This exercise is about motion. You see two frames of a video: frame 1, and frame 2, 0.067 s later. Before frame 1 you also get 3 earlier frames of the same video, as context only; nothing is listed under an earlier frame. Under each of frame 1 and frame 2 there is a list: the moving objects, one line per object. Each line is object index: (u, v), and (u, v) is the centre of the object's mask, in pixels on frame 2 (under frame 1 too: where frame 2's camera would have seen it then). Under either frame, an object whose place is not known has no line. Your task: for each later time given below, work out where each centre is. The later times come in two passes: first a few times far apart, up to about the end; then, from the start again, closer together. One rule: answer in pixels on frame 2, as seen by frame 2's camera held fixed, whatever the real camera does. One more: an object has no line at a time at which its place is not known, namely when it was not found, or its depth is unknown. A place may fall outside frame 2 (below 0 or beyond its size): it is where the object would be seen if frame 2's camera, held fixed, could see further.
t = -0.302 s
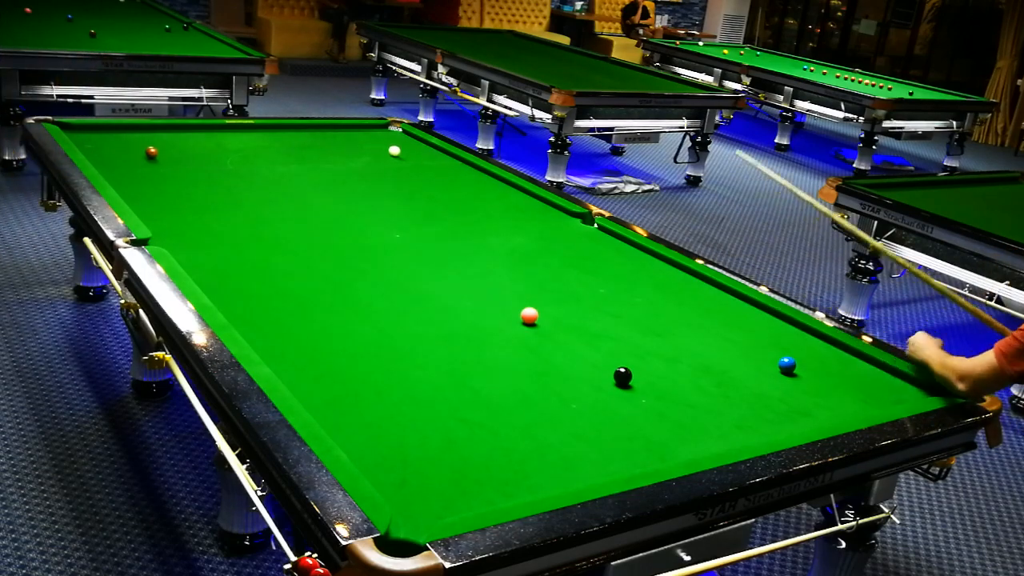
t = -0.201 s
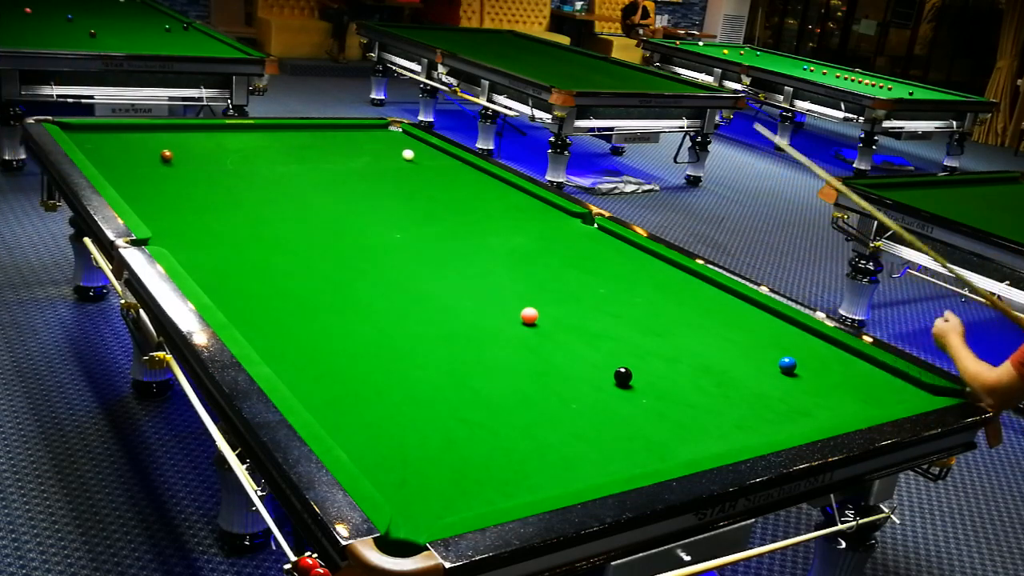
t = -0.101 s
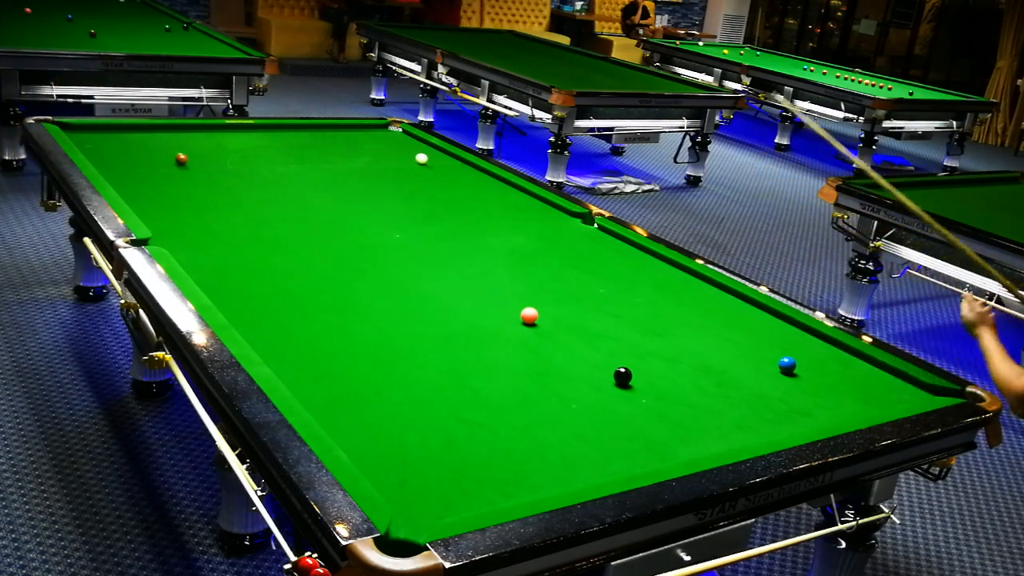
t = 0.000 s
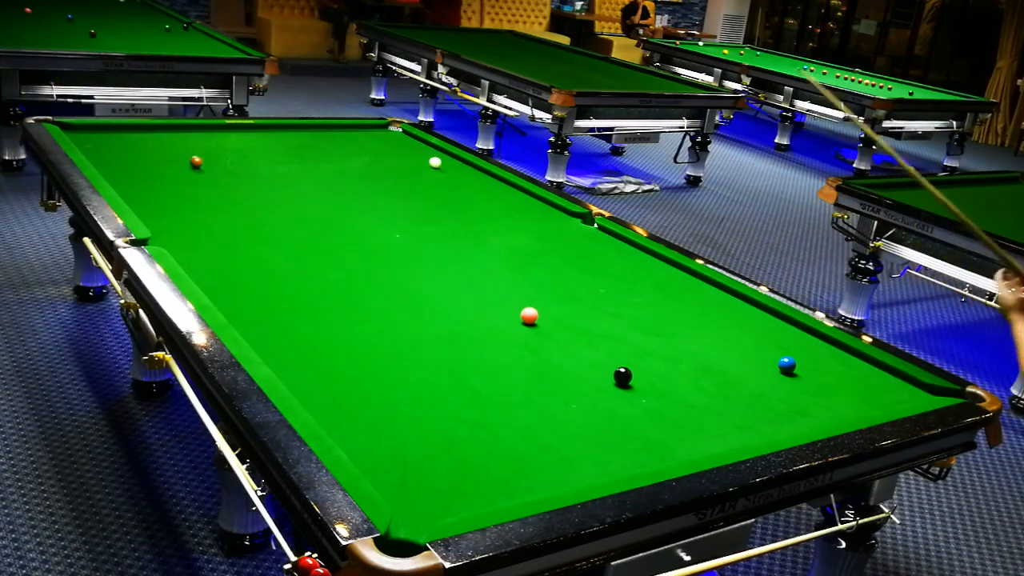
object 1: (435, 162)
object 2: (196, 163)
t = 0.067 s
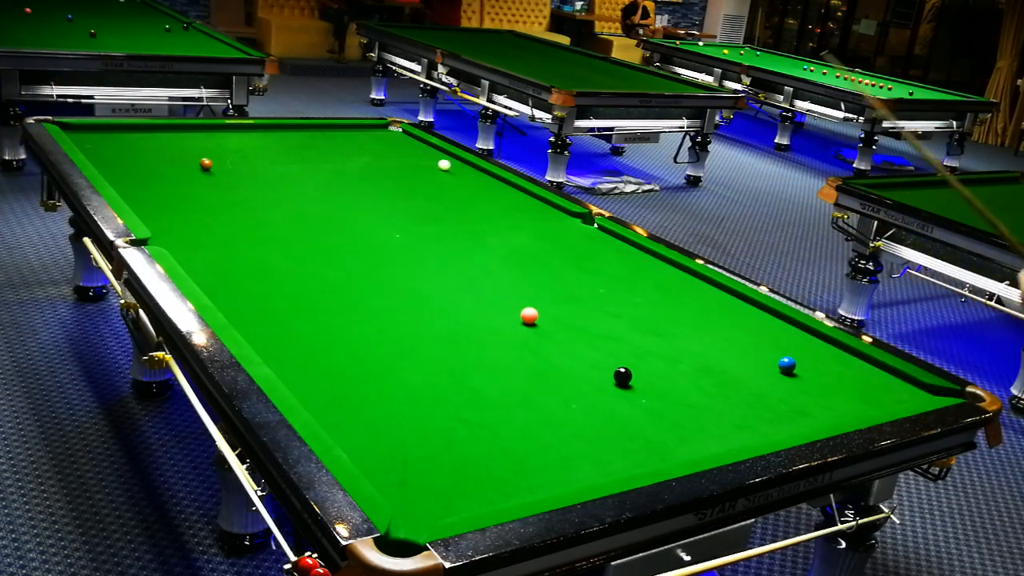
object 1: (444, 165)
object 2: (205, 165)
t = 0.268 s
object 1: (471, 172)
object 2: (235, 171)
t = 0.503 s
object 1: (503, 181)
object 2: (268, 178)
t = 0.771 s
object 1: (518, 191)
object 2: (306, 186)
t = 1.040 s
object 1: (529, 200)
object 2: (343, 195)
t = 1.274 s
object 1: (538, 209)
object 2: (376, 201)
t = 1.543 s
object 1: (549, 219)
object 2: (411, 209)
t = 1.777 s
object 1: (558, 227)
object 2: (442, 216)
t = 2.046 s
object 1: (569, 236)
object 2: (476, 223)
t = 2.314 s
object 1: (579, 245)
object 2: (508, 230)
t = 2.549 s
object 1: (588, 253)
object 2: (536, 235)
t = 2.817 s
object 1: (598, 262)
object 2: (565, 242)
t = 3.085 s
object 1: (607, 271)
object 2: (594, 248)
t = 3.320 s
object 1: (615, 278)
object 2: (617, 253)
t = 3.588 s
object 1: (624, 286)
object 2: (643, 258)
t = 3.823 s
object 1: (632, 292)
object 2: (664, 263)
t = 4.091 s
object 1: (640, 299)
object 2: (676, 268)
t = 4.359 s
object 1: (646, 305)
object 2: (679, 272)
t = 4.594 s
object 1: (652, 310)
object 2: (681, 276)
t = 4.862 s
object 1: (657, 315)
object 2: (684, 279)
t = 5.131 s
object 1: (662, 319)
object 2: (685, 282)
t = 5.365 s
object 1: (665, 322)
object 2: (686, 284)
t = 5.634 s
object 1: (667, 325)
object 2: (687, 285)
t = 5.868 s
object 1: (668, 326)
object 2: (688, 286)
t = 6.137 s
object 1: (668, 327)
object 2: (688, 286)
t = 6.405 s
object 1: (668, 327)
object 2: (688, 287)
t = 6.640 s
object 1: (668, 327)
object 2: (688, 287)
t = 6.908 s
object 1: (668, 327)
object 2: (688, 287)
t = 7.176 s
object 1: (668, 327)
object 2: (688, 286)
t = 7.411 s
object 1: (668, 327)
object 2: (688, 286)
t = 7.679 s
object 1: (668, 327)
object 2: (688, 286)
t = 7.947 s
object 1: (668, 327)
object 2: (688, 287)
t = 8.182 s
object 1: (668, 327)
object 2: (689, 287)
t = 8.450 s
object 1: (668, 327)
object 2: (688, 287)
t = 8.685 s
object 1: (668, 327)
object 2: (688, 286)
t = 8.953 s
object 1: (668, 327)
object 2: (689, 287)
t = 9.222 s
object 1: (668, 327)
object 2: (688, 287)
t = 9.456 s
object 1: (668, 327)
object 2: (689, 286)
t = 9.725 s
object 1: (669, 327)
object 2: (689, 287)
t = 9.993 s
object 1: (669, 327)
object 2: (689, 287)
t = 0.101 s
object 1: (448, 166)
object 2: (210, 166)
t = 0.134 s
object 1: (453, 167)
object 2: (215, 167)
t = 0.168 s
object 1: (457, 168)
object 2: (220, 168)
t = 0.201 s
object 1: (462, 170)
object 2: (225, 169)
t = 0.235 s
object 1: (467, 171)
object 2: (230, 170)
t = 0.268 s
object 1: (471, 172)
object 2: (235, 171)
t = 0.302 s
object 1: (475, 174)
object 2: (239, 172)
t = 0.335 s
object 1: (480, 175)
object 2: (244, 173)
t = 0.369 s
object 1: (485, 176)
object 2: (249, 174)
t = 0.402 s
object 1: (489, 178)
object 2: (254, 175)
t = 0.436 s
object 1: (494, 179)
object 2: (259, 176)
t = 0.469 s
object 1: (498, 180)
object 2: (264, 177)
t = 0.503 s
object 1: (503, 181)
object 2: (268, 178)
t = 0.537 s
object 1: (507, 182)
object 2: (273, 179)
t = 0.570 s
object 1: (510, 183)
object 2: (278, 180)
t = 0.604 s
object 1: (511, 185)
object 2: (283, 181)
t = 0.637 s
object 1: (512, 186)
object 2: (287, 182)
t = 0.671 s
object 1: (514, 187)
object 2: (292, 184)
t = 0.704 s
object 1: (515, 188)
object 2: (297, 184)
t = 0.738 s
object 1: (516, 190)
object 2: (301, 186)
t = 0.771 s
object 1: (518, 191)
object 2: (306, 186)
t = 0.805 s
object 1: (519, 192)
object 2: (311, 188)
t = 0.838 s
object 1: (521, 193)
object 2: (316, 189)
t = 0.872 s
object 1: (522, 195)
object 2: (320, 190)
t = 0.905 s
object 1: (523, 196)
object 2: (325, 191)
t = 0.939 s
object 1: (525, 197)
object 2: (330, 192)
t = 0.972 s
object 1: (526, 198)
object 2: (334, 193)
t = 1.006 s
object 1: (527, 199)
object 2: (339, 194)
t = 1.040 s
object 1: (529, 200)
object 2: (343, 195)
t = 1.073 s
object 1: (530, 202)
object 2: (348, 196)
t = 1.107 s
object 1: (531, 203)
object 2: (353, 196)
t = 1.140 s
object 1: (533, 204)
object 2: (357, 197)
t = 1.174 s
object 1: (534, 205)
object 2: (362, 199)
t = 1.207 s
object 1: (535, 206)
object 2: (366, 200)
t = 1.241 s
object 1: (537, 208)
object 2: (371, 200)
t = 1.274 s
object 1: (538, 209)
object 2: (376, 201)
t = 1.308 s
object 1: (540, 210)
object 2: (380, 202)
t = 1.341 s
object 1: (541, 211)
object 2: (385, 203)
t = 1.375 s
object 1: (542, 213)
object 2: (389, 204)
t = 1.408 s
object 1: (544, 214)
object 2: (393, 205)
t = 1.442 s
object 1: (545, 215)
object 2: (398, 206)
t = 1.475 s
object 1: (546, 216)
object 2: (402, 207)
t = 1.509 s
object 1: (548, 217)
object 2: (407, 208)
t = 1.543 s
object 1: (549, 219)
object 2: (411, 209)
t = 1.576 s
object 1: (550, 220)
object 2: (416, 210)
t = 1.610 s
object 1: (552, 221)
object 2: (421, 211)
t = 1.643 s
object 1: (553, 222)
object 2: (425, 212)
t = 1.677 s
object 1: (555, 223)
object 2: (429, 213)
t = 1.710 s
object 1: (556, 224)
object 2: (434, 214)
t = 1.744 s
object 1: (557, 226)
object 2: (438, 215)
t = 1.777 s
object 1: (558, 227)
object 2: (442, 216)
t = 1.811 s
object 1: (560, 228)
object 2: (447, 216)
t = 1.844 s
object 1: (561, 229)
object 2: (451, 217)
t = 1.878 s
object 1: (562, 230)
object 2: (455, 218)
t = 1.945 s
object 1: (565, 233)
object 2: (464, 220)
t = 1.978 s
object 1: (566, 234)
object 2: (468, 221)
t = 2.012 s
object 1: (568, 235)
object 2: (472, 222)
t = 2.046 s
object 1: (569, 236)
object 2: (476, 223)
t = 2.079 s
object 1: (570, 237)
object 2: (480, 224)
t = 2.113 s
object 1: (571, 238)
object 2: (484, 224)
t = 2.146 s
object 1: (573, 240)
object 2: (488, 226)
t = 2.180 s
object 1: (574, 241)
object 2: (492, 226)
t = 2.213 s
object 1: (575, 242)
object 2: (496, 227)
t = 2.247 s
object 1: (577, 243)
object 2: (500, 228)
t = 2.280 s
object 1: (578, 244)
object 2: (505, 229)
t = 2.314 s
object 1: (579, 245)
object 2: (508, 230)
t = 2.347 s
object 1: (580, 247)
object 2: (512, 230)
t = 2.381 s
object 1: (582, 248)
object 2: (516, 231)
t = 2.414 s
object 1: (583, 249)
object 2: (520, 232)
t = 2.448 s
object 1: (584, 250)
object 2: (524, 233)
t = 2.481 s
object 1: (586, 251)
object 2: (528, 234)
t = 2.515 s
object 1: (587, 252)
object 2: (532, 235)
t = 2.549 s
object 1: (588, 253)
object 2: (536, 235)
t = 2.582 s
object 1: (589, 254)
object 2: (540, 236)
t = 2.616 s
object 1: (591, 256)
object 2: (543, 237)
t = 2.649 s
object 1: (592, 257)
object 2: (547, 238)
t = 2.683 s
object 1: (593, 258)
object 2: (551, 239)
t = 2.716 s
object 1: (594, 259)
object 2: (555, 240)
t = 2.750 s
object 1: (595, 260)
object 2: (558, 240)
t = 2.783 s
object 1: (597, 261)
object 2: (562, 241)
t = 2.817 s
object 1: (598, 262)
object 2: (565, 242)
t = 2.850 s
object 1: (599, 264)
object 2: (569, 243)
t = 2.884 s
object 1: (600, 265)
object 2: (573, 244)
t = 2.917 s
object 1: (602, 266)
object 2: (576, 244)
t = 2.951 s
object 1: (603, 267)
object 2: (580, 245)
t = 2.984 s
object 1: (604, 268)
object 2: (583, 246)
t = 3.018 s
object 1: (605, 269)
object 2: (587, 246)
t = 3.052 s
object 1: (606, 270)
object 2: (590, 248)
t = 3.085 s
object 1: (607, 271)
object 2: (594, 248)
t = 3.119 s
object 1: (609, 272)
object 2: (597, 249)
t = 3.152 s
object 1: (610, 273)
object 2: (600, 249)
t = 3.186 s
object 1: (611, 274)
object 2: (604, 250)
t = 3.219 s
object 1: (612, 275)
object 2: (607, 251)
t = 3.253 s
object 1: (613, 276)
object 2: (611, 251)
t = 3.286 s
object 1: (614, 277)
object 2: (614, 252)
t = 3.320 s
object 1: (615, 278)
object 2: (617, 253)
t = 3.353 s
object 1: (617, 279)
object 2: (620, 253)
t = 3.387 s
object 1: (618, 280)
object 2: (624, 254)
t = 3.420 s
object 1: (619, 281)
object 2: (627, 255)
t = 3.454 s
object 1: (620, 282)
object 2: (630, 256)
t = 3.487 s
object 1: (621, 283)
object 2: (633, 256)
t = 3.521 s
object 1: (622, 284)
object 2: (636, 257)
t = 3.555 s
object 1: (623, 285)
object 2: (640, 258)
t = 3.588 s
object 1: (624, 286)
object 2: (643, 258)
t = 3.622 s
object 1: (626, 287)
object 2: (646, 259)
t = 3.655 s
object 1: (626, 288)
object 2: (649, 260)
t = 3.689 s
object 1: (628, 288)
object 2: (652, 260)
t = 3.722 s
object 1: (629, 289)
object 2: (655, 261)
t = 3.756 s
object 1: (630, 290)
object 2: (658, 261)
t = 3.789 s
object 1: (631, 291)
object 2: (661, 262)
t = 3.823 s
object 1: (632, 292)
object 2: (664, 263)
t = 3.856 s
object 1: (633, 293)
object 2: (667, 264)
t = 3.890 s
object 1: (634, 294)
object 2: (670, 264)
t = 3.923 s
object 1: (635, 295)
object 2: (672, 265)
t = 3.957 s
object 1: (636, 296)
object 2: (674, 265)
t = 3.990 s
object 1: (637, 297)
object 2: (674, 266)
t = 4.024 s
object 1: (638, 297)
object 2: (675, 267)
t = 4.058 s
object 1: (639, 298)
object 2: (675, 267)
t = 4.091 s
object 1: (640, 299)
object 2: (676, 268)
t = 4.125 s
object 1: (640, 300)
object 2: (676, 268)
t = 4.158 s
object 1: (641, 301)
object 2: (677, 269)
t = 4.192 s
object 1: (642, 302)
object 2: (677, 270)
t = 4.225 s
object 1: (643, 302)
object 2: (677, 270)
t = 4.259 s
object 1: (644, 303)
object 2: (678, 271)
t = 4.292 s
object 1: (645, 304)
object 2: (678, 271)
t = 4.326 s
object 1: (646, 304)
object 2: (679, 272)
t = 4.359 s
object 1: (646, 305)
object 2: (679, 272)
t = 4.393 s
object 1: (647, 306)
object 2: (680, 273)
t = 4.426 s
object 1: (648, 307)
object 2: (680, 273)
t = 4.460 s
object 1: (649, 308)
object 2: (680, 274)
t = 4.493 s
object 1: (650, 308)
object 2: (680, 274)
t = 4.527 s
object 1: (650, 309)
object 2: (681, 275)
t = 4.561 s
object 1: (651, 309)
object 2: (681, 275)
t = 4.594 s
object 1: (652, 310)
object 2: (681, 276)
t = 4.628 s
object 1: (653, 311)
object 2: (682, 276)
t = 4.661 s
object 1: (653, 311)
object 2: (682, 277)
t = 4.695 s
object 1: (654, 312)
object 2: (682, 277)
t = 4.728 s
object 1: (655, 313)
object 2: (682, 278)
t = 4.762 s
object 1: (655, 313)
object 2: (683, 278)
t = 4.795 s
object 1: (656, 314)
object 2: (683, 279)
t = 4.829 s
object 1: (657, 314)
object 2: (683, 279)
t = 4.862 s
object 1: (657, 315)
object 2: (684, 279)
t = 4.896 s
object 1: (658, 315)
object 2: (684, 280)
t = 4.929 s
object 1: (659, 316)
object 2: (684, 280)
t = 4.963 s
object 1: (659, 317)
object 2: (684, 281)
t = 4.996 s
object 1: (660, 317)
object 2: (684, 281)
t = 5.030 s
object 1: (660, 318)
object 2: (685, 281)
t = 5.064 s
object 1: (661, 318)
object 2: (685, 281)
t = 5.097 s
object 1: (661, 319)
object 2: (685, 282)
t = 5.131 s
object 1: (662, 319)
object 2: (685, 282)
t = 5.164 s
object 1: (662, 319)
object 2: (685, 282)
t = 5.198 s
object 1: (663, 320)
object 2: (686, 283)
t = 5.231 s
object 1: (663, 320)
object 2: (686, 283)
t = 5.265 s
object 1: (663, 321)
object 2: (686, 283)
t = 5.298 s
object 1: (664, 321)
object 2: (686, 283)
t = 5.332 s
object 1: (664, 322)
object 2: (686, 284)
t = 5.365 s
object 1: (665, 322)
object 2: (686, 284)
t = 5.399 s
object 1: (665, 322)
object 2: (686, 284)
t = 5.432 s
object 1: (665, 323)
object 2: (686, 284)
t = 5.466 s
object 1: (666, 323)
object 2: (687, 284)
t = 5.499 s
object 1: (666, 323)
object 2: (687, 285)
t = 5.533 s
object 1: (666, 324)
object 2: (687, 285)
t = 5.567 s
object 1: (666, 324)
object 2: (687, 285)
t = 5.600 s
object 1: (667, 324)
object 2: (687, 285)
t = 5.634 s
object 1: (667, 325)
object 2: (687, 285)
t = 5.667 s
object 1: (667, 325)
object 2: (687, 286)
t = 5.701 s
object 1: (667, 325)
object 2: (687, 286)
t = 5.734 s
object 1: (667, 325)
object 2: (688, 286)
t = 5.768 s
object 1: (668, 325)
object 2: (688, 286)
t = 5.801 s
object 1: (668, 325)
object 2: (688, 286)
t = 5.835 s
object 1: (668, 326)
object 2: (688, 286)
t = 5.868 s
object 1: (668, 326)
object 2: (688, 286)
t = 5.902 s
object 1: (668, 326)
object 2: (688, 286)
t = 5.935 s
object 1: (668, 326)
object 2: (688, 286)
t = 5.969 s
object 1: (668, 326)
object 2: (688, 286)
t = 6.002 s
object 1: (668, 326)
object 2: (688, 286)
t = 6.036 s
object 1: (668, 326)
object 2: (688, 286)
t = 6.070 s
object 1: (668, 327)
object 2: (688, 286)
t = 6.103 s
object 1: (668, 327)
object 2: (688, 286)
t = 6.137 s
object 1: (668, 327)
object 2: (688, 286)
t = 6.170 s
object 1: (668, 327)
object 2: (688, 286)
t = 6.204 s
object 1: (668, 327)
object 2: (688, 286)
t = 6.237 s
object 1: (668, 327)
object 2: (688, 286)
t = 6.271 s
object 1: (668, 327)
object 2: (688, 286)
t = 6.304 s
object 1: (668, 327)
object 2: (688, 286)
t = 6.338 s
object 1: (668, 327)
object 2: (688, 286)
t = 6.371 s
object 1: (668, 327)
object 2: (688, 287)
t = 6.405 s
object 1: (668, 327)
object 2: (688, 287)
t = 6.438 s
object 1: (668, 327)
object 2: (688, 286)
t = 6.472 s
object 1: (668, 327)
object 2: (688, 286)
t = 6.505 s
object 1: (668, 327)
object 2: (688, 286)
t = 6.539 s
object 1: (668, 327)
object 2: (688, 286)
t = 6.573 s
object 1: (668, 327)
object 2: (688, 286)
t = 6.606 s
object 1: (668, 327)
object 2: (688, 286)
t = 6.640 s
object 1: (668, 327)
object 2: (688, 287)
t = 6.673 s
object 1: (668, 327)
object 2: (688, 286)
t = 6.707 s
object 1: (668, 327)
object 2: (688, 287)
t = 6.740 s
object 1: (668, 327)
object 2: (688, 286)
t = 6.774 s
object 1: (668, 327)
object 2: (688, 286)
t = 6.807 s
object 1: (668, 327)
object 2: (688, 286)
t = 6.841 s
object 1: (668, 327)
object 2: (688, 286)
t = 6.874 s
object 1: (668, 327)
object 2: (688, 287)
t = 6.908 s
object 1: (668, 327)
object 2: (688, 287)
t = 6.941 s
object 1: (668, 327)
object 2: (688, 286)
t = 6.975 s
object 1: (668, 327)
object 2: (688, 286)
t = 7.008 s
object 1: (668, 327)
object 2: (688, 286)
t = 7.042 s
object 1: (668, 327)
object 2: (688, 286)
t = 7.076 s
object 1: (668, 327)
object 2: (688, 287)
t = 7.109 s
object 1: (668, 327)
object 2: (688, 287)
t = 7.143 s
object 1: (668, 327)
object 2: (688, 286)
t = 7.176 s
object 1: (668, 327)
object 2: (688, 286)
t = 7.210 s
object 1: (668, 327)
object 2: (688, 286)
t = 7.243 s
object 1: (668, 327)
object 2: (688, 286)
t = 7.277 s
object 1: (668, 327)
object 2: (688, 286)
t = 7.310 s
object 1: (668, 327)
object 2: (688, 286)
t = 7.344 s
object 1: (668, 327)
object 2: (688, 286)
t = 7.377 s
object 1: (668, 327)
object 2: (688, 286)
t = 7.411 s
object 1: (668, 327)
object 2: (688, 286)
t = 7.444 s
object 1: (668, 327)
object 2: (688, 286)
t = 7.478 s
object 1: (668, 327)
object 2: (688, 286)
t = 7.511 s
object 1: (668, 327)
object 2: (688, 286)
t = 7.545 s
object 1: (668, 327)
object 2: (688, 287)
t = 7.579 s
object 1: (668, 327)
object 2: (688, 286)
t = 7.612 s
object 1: (668, 327)
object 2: (688, 286)
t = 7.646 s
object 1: (668, 327)
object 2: (688, 287)
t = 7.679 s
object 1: (668, 327)
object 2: (688, 286)
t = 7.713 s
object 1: (668, 327)
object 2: (688, 287)
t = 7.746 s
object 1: (668, 327)
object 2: (689, 286)
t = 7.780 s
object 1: (668, 327)
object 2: (688, 286)
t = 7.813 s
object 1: (668, 327)
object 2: (688, 286)
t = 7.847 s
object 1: (668, 327)
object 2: (688, 287)
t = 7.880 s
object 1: (668, 327)
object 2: (688, 286)
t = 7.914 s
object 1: (668, 327)
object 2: (688, 287)
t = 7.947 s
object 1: (668, 327)
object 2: (688, 287)
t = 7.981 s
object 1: (668, 327)
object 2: (688, 286)
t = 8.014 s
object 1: (668, 327)
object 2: (688, 286)
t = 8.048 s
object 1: (668, 327)
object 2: (688, 287)
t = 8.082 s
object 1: (668, 327)
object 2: (688, 286)
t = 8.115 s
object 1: (668, 327)
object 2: (688, 286)
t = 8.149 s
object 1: (668, 327)
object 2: (689, 287)
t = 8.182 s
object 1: (668, 327)
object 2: (689, 287)
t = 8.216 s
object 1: (668, 327)
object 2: (689, 286)
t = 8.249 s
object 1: (668, 327)
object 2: (688, 287)
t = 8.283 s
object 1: (668, 327)
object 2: (688, 287)
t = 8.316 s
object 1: (668, 327)
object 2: (689, 287)
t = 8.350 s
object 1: (668, 327)
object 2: (688, 286)
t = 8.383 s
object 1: (668, 327)
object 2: (688, 287)
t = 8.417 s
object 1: (668, 327)
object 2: (688, 287)
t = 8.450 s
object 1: (668, 327)
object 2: (688, 287)
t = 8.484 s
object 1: (668, 327)
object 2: (688, 287)
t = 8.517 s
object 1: (668, 327)
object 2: (688, 286)
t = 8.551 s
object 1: (668, 327)
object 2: (688, 287)
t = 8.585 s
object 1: (668, 327)
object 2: (689, 286)
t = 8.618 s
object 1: (668, 327)
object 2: (688, 287)
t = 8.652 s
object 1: (668, 327)
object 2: (688, 287)
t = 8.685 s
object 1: (668, 327)
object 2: (688, 286)
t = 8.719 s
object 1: (668, 327)
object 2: (688, 286)
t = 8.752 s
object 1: (668, 327)
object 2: (688, 287)
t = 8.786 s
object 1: (668, 327)
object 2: (689, 286)
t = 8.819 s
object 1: (668, 327)
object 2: (689, 286)
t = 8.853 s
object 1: (668, 327)
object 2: (688, 286)
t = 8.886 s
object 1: (668, 327)
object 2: (688, 286)
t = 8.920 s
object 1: (668, 327)
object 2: (688, 286)
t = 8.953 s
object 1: (668, 327)
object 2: (689, 287)
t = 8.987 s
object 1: (669, 327)
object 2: (689, 286)
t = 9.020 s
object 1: (669, 327)
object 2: (689, 287)
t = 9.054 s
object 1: (669, 327)
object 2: (689, 287)
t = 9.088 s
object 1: (669, 327)
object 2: (689, 286)
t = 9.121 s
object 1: (669, 327)
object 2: (688, 287)
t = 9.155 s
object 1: (669, 327)
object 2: (688, 287)
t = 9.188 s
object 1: (668, 327)
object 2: (688, 286)
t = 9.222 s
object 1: (668, 327)
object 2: (688, 287)
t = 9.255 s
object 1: (668, 327)
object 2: (688, 287)
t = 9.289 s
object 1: (668, 327)
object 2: (689, 287)
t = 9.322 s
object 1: (668, 327)
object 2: (688, 287)
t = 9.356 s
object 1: (669, 327)
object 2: (689, 286)
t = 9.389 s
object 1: (668, 327)
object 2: (688, 286)
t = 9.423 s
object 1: (668, 327)
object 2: (689, 286)
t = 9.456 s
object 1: (668, 327)
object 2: (689, 286)
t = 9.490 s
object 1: (668, 327)
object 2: (688, 287)
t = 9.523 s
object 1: (668, 327)
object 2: (689, 287)
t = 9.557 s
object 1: (668, 327)
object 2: (688, 286)
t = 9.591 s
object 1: (668, 327)
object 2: (688, 287)
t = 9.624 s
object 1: (668, 327)
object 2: (688, 286)
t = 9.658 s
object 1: (669, 327)
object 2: (689, 286)
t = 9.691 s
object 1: (669, 327)
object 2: (689, 287)
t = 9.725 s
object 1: (669, 327)
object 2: (689, 287)
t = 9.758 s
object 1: (669, 327)
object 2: (689, 286)
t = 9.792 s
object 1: (669, 327)
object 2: (689, 286)
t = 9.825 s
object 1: (669, 327)
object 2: (689, 286)
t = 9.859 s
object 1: (669, 327)
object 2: (689, 286)
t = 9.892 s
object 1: (669, 327)
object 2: (689, 287)
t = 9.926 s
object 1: (669, 327)
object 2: (689, 287)
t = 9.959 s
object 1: (669, 327)
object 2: (689, 286)
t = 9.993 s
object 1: (669, 327)
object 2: (689, 287)
